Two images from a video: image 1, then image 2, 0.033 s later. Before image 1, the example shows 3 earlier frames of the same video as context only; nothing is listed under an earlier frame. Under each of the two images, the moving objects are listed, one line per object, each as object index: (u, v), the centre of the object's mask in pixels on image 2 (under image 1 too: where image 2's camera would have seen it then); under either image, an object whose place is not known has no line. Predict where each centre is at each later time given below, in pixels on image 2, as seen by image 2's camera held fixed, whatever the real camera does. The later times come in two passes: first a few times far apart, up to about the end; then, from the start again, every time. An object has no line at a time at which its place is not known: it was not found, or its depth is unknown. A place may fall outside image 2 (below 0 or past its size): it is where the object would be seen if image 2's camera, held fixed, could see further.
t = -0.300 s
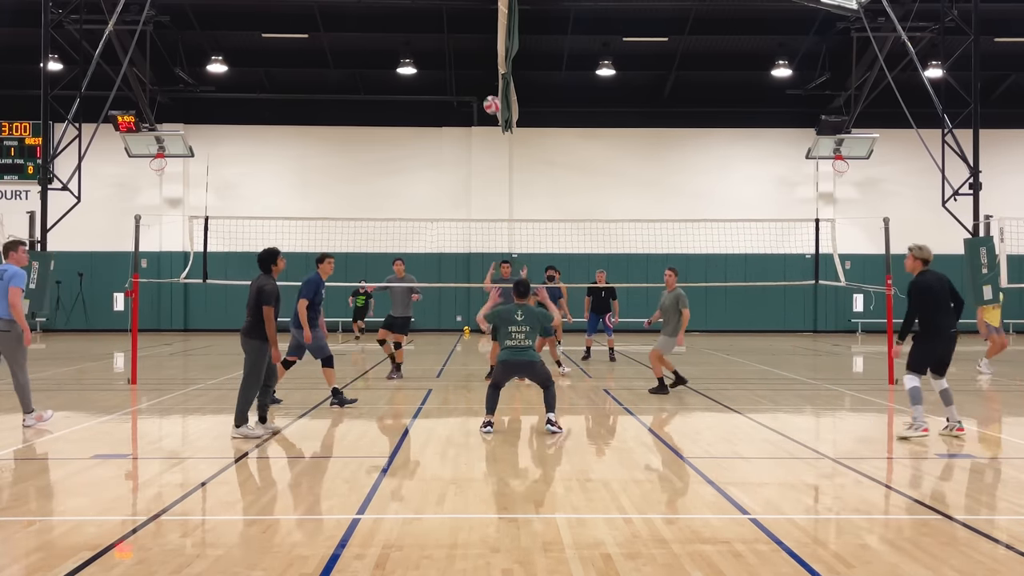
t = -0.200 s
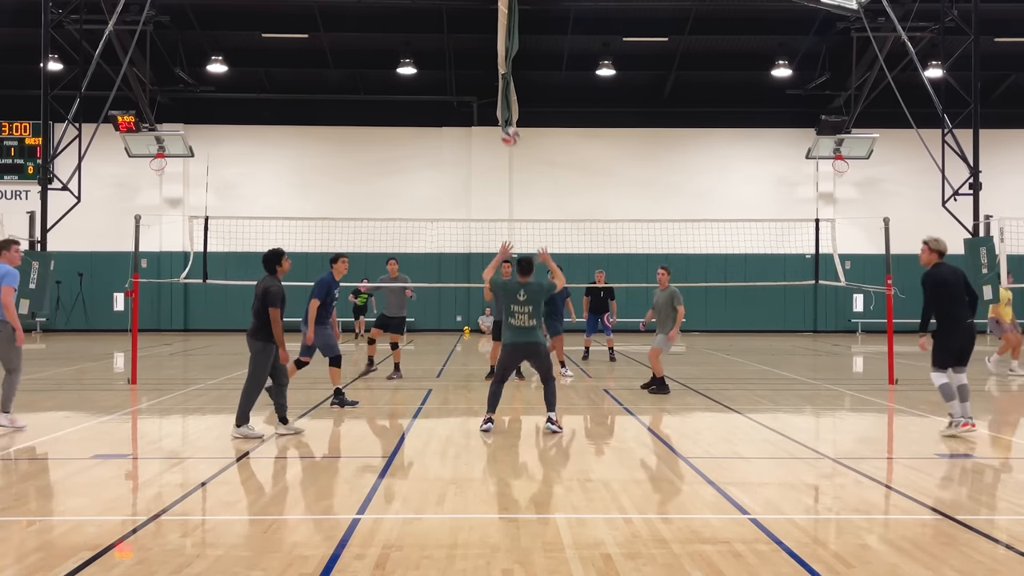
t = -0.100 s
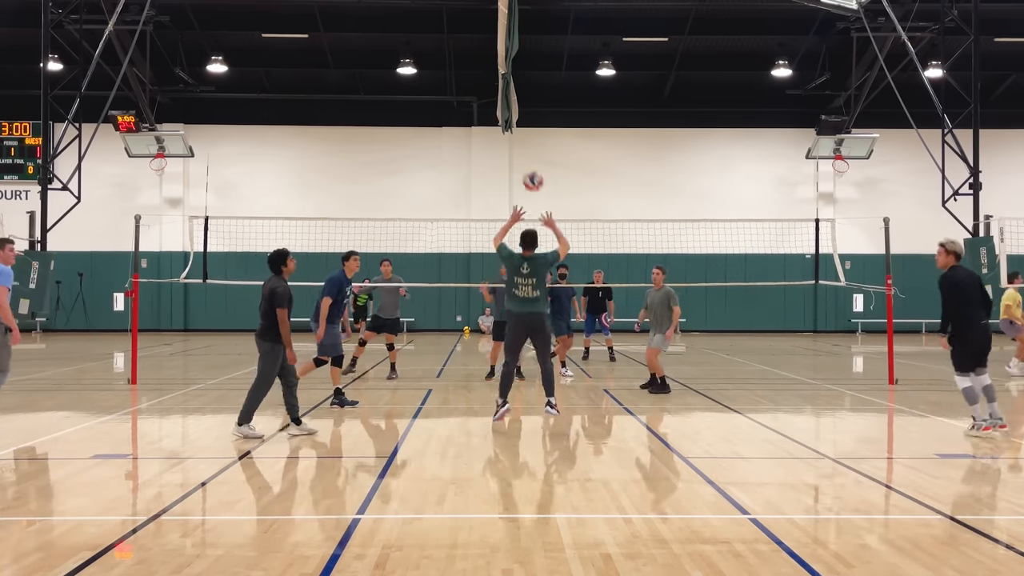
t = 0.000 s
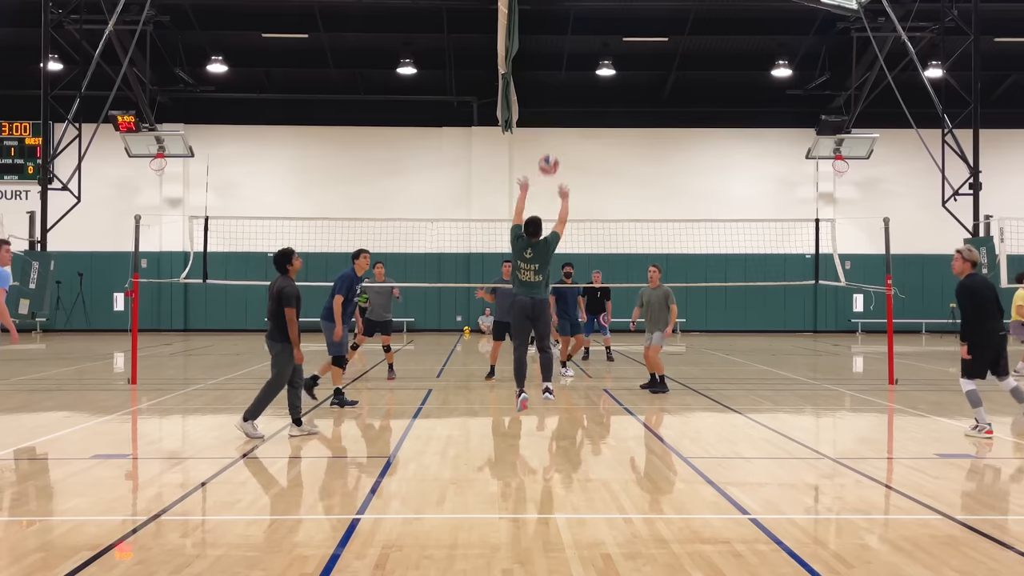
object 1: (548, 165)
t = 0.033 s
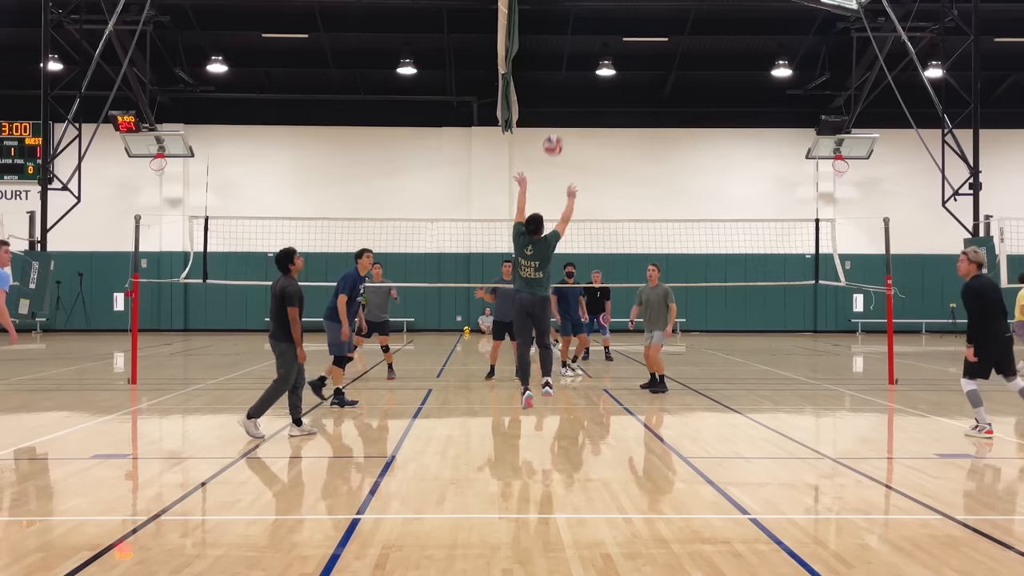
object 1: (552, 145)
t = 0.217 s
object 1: (576, 63)
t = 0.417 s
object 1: (597, 20)
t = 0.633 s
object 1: (616, 16)
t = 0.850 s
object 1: (633, 49)
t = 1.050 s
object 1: (647, 107)
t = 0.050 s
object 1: (554, 135)
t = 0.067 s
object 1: (557, 126)
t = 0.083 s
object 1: (559, 118)
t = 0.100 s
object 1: (561, 110)
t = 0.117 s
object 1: (563, 102)
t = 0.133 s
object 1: (565, 95)
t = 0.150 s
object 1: (567, 88)
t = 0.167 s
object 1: (570, 81)
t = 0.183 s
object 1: (572, 75)
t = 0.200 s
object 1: (574, 69)
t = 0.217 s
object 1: (576, 63)
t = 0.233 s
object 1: (578, 58)
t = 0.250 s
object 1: (579, 53)
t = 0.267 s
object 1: (581, 49)
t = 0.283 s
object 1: (583, 44)
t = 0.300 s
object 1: (585, 40)
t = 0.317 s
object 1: (587, 37)
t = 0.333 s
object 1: (589, 33)
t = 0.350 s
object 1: (590, 30)
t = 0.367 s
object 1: (592, 27)
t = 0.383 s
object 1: (594, 24)
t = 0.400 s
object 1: (595, 22)
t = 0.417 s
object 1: (597, 20)
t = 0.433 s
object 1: (599, 18)
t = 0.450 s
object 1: (600, 16)
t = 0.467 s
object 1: (602, 15)
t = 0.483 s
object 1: (603, 14)
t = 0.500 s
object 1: (605, 13)
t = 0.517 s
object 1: (606, 13)
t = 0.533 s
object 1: (608, 12)
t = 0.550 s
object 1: (609, 12)
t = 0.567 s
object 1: (611, 12)
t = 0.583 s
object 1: (612, 13)
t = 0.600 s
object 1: (614, 14)
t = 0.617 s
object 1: (615, 14)
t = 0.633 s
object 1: (616, 16)
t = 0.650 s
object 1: (618, 17)
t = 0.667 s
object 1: (619, 18)
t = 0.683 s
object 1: (620, 20)
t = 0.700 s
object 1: (622, 22)
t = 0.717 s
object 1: (623, 24)
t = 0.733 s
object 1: (624, 27)
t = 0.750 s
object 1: (625, 29)
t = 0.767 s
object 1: (627, 32)
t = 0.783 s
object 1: (628, 35)
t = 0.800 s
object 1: (629, 38)
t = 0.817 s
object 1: (630, 42)
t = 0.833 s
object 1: (632, 45)
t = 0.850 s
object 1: (633, 49)
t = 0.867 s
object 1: (634, 53)
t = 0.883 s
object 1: (635, 57)
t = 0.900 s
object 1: (636, 61)
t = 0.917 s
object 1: (638, 66)
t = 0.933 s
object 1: (639, 70)
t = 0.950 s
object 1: (640, 75)
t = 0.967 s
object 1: (641, 80)
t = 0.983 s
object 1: (642, 85)
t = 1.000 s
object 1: (643, 90)
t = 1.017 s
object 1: (644, 96)
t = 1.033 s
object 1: (646, 102)
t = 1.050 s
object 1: (647, 107)
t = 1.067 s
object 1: (648, 113)
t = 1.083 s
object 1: (649, 119)
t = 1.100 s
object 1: (650, 125)
